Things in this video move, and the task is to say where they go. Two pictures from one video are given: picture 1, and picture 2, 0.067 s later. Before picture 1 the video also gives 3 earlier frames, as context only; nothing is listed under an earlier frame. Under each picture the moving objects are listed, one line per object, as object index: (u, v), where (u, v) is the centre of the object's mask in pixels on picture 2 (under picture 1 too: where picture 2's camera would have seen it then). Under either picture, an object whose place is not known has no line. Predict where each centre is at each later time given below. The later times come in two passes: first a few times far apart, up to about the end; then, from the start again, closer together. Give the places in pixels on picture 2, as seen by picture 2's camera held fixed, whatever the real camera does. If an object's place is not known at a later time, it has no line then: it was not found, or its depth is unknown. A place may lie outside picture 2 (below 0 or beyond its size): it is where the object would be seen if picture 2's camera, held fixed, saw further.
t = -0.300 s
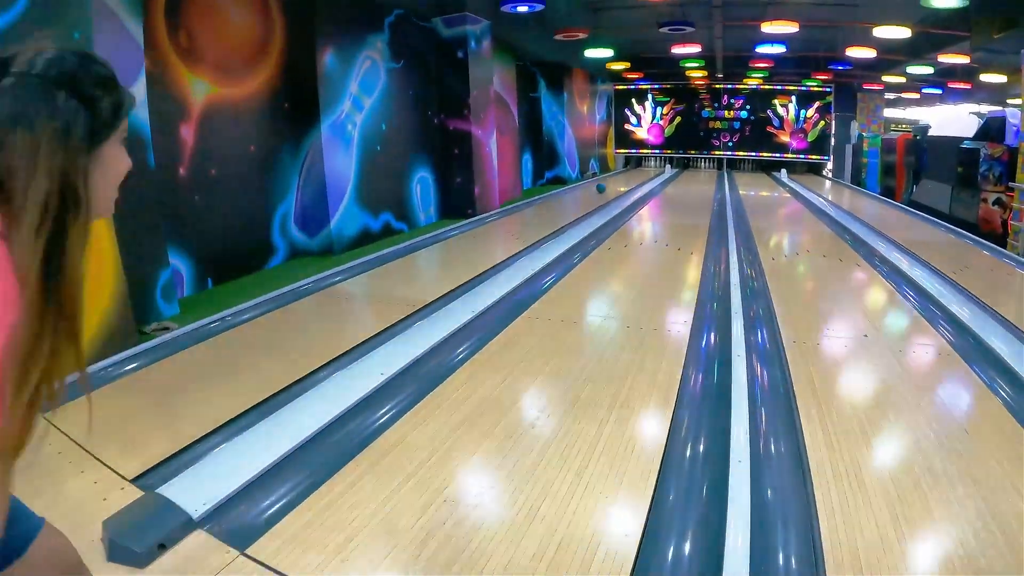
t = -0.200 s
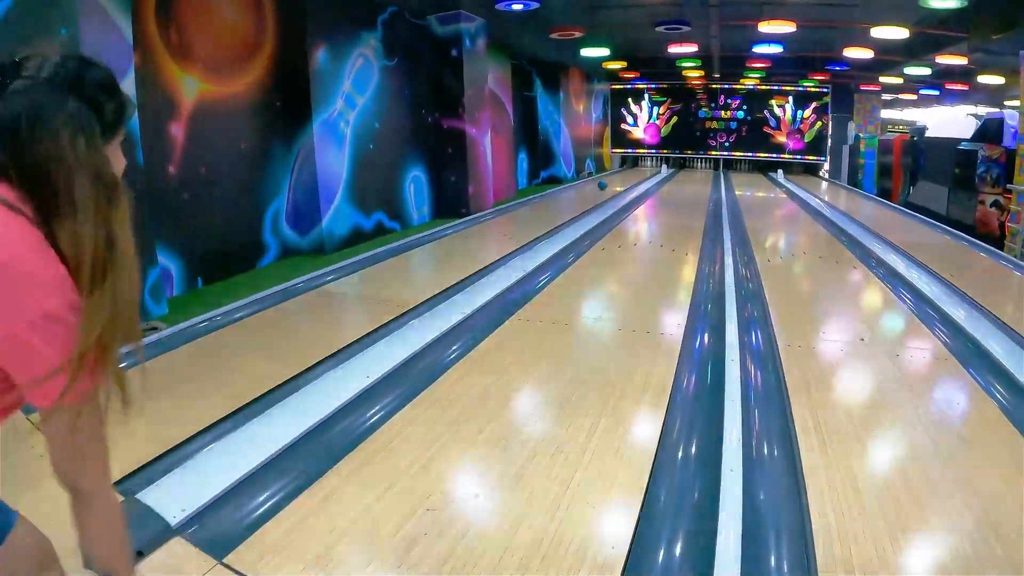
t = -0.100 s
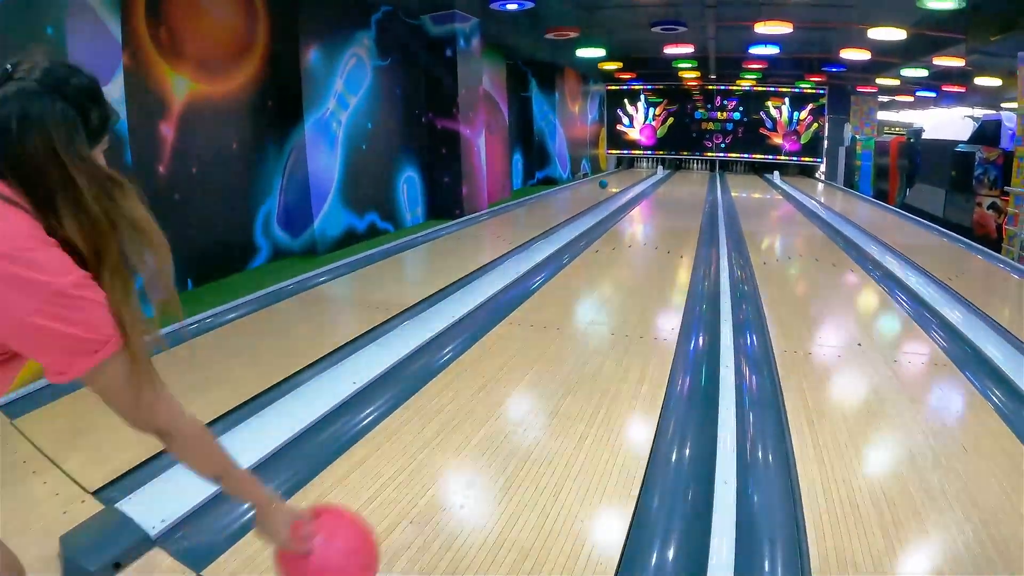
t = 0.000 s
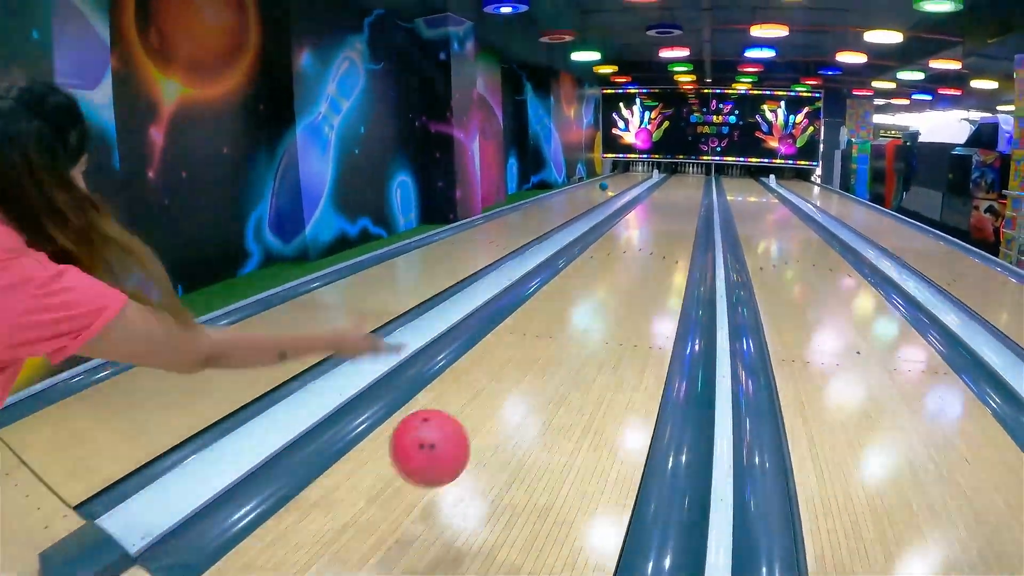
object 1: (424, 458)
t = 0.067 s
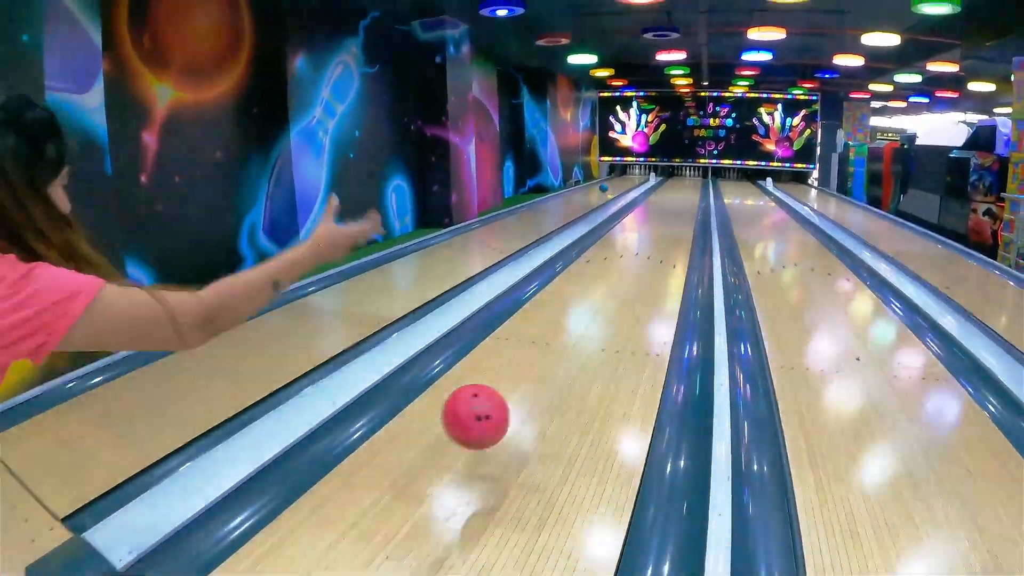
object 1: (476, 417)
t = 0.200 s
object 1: (539, 378)
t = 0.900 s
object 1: (638, 247)
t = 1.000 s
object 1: (643, 240)
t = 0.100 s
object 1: (495, 406)
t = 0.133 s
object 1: (512, 398)
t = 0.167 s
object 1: (527, 394)
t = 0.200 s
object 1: (539, 378)
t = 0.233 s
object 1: (550, 364)
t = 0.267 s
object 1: (560, 353)
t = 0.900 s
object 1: (638, 247)
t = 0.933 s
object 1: (640, 244)
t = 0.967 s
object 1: (641, 242)
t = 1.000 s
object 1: (643, 240)
